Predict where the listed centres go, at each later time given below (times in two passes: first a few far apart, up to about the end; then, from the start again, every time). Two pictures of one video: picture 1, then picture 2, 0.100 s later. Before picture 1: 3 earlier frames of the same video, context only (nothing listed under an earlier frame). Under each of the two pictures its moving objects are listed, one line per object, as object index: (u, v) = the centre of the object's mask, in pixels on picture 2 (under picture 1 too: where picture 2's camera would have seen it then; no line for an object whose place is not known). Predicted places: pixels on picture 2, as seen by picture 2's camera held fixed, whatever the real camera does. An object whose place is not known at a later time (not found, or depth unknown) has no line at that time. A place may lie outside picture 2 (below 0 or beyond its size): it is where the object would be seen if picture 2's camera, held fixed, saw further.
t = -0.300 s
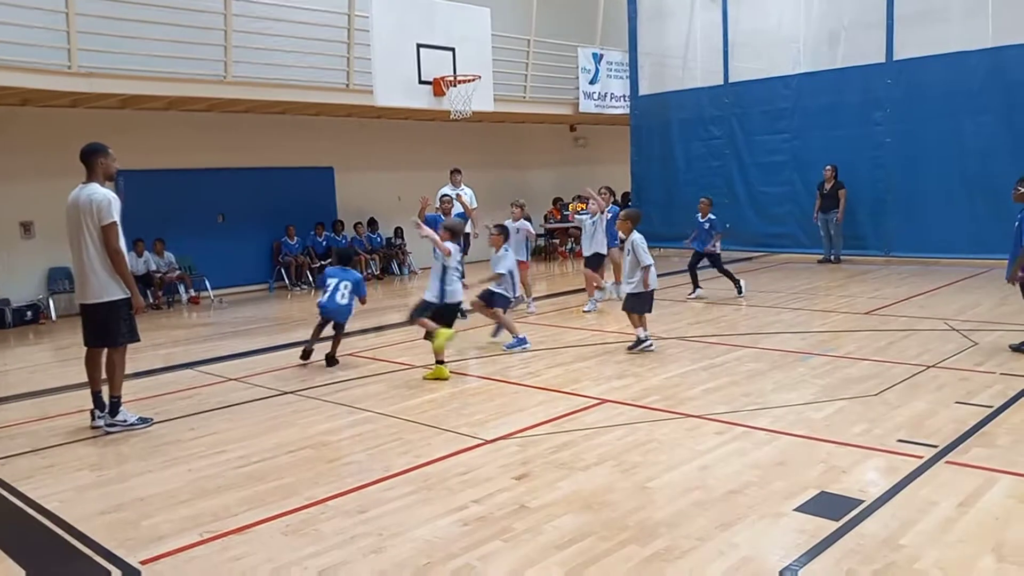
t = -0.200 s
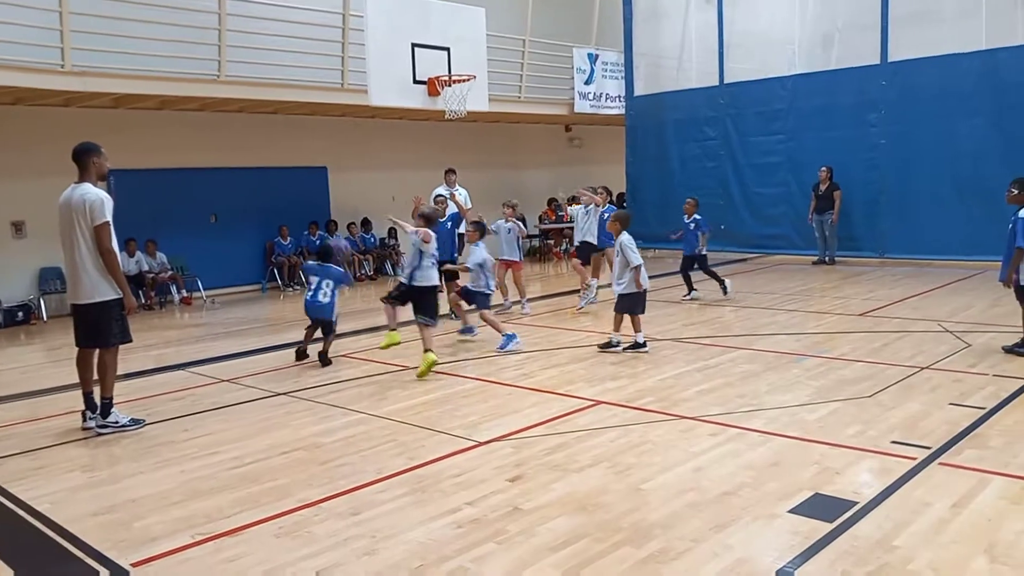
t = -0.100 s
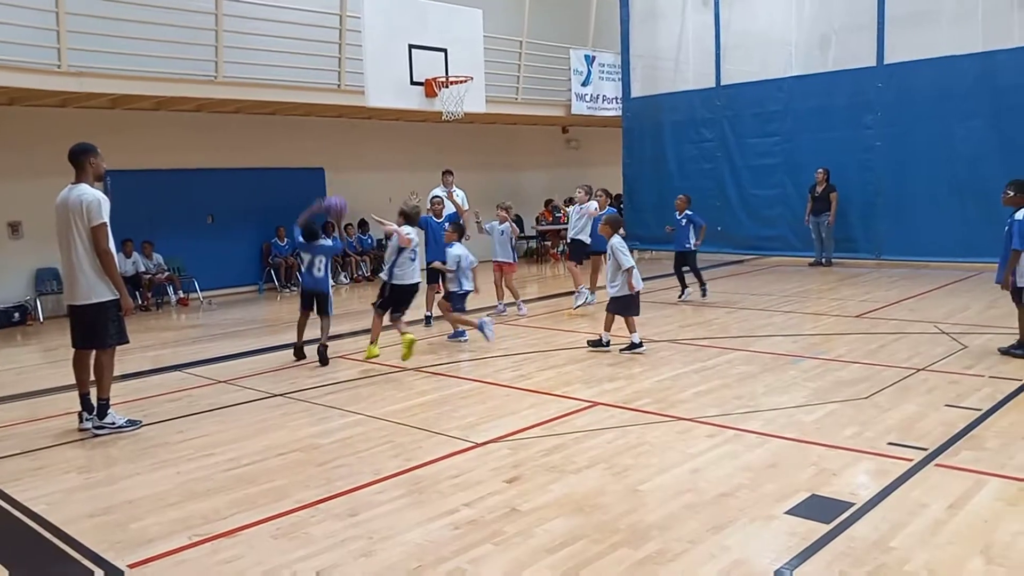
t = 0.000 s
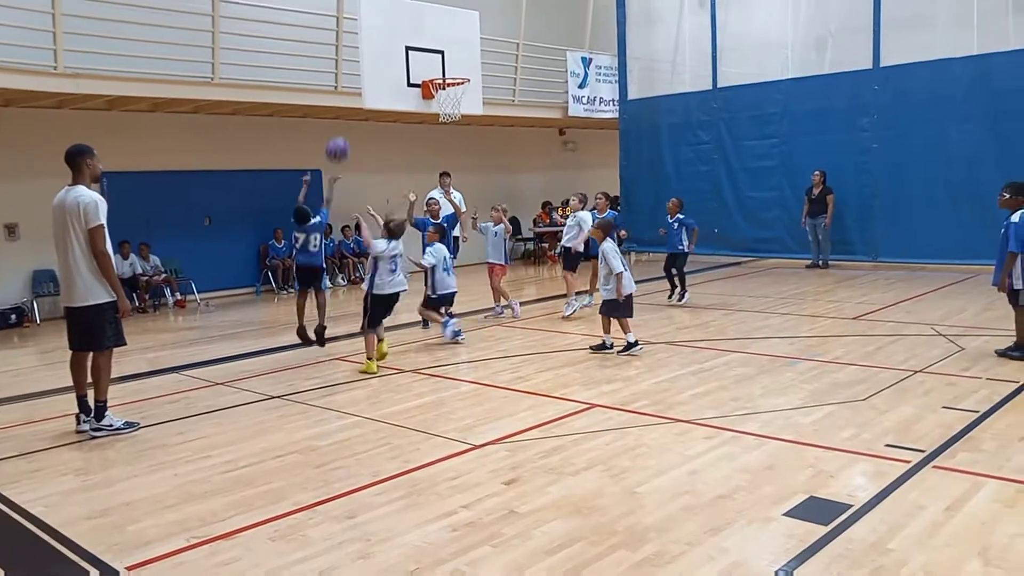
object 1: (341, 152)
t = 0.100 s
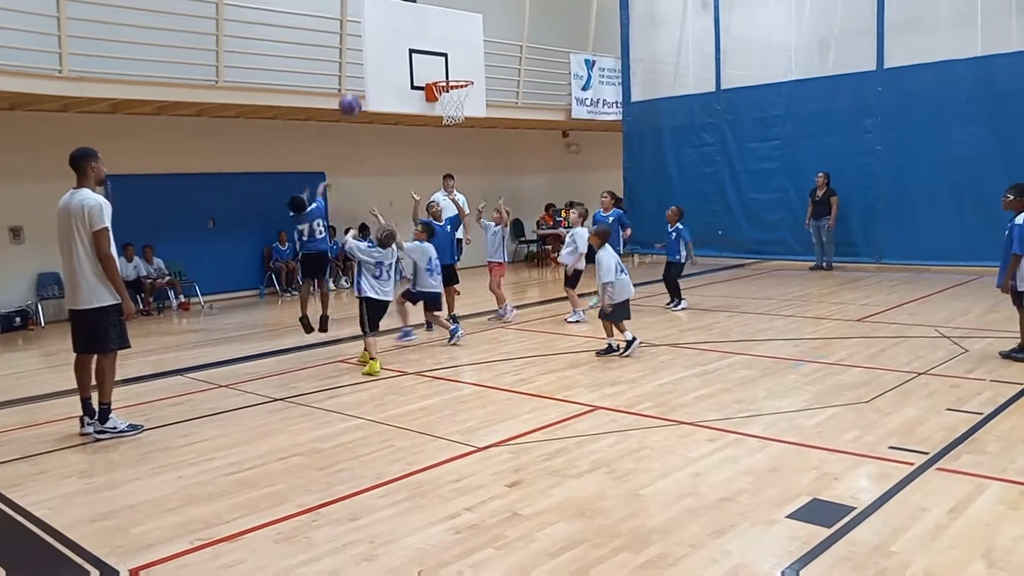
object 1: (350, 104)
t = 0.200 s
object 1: (359, 72)
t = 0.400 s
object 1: (377, 36)
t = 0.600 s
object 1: (397, 40)
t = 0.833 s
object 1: (435, 76)
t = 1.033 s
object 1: (435, 93)
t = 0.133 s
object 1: (353, 93)
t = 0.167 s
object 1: (356, 81)
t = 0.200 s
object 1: (359, 72)
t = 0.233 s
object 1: (362, 62)
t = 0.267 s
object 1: (364, 55)
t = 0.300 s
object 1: (367, 48)
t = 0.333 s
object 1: (370, 43)
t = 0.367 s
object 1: (373, 39)
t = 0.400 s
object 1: (377, 36)
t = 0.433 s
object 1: (380, 35)
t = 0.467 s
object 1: (382, 34)
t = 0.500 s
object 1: (385, 35)
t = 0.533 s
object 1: (388, 36)
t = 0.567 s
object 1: (391, 39)
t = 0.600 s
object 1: (397, 40)
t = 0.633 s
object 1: (403, 43)
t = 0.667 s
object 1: (409, 46)
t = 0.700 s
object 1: (415, 52)
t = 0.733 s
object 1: (420, 58)
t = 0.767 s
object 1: (426, 64)
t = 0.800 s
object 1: (432, 72)
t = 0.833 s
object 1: (435, 76)
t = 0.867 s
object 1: (435, 76)
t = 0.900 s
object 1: (436, 77)
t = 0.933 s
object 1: (436, 78)
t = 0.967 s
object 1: (436, 82)
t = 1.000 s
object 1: (436, 87)
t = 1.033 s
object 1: (435, 93)
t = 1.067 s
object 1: (437, 99)
